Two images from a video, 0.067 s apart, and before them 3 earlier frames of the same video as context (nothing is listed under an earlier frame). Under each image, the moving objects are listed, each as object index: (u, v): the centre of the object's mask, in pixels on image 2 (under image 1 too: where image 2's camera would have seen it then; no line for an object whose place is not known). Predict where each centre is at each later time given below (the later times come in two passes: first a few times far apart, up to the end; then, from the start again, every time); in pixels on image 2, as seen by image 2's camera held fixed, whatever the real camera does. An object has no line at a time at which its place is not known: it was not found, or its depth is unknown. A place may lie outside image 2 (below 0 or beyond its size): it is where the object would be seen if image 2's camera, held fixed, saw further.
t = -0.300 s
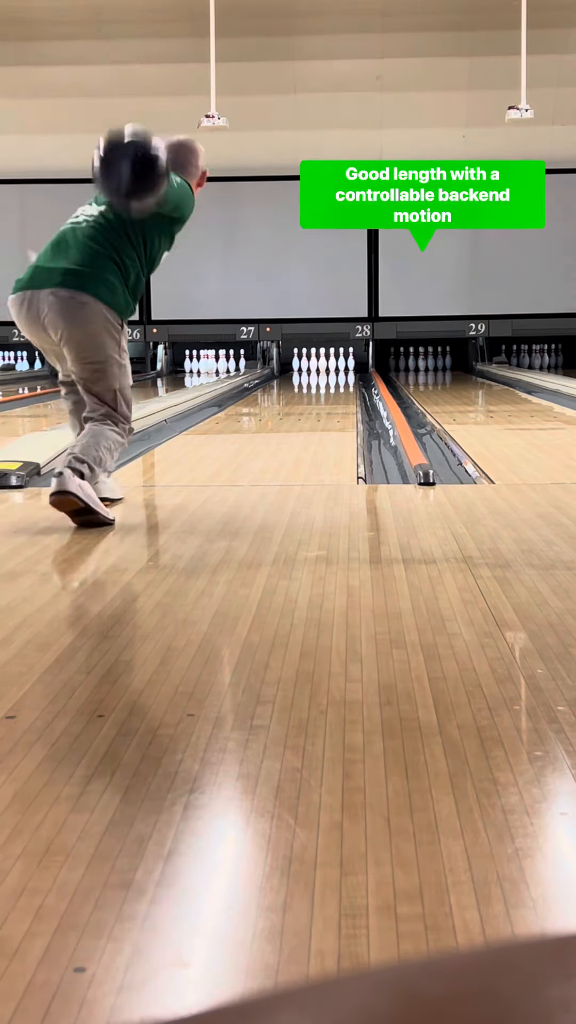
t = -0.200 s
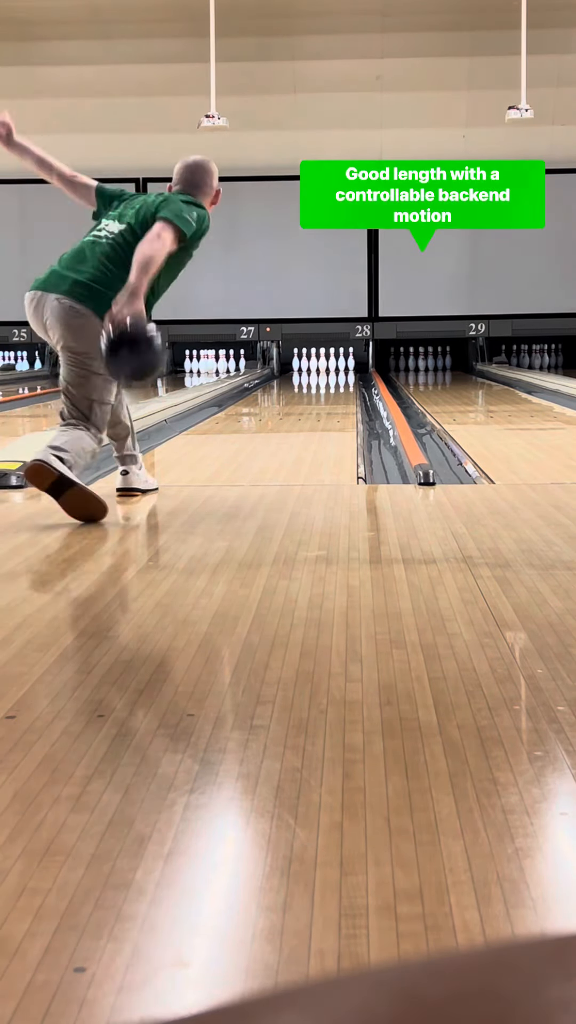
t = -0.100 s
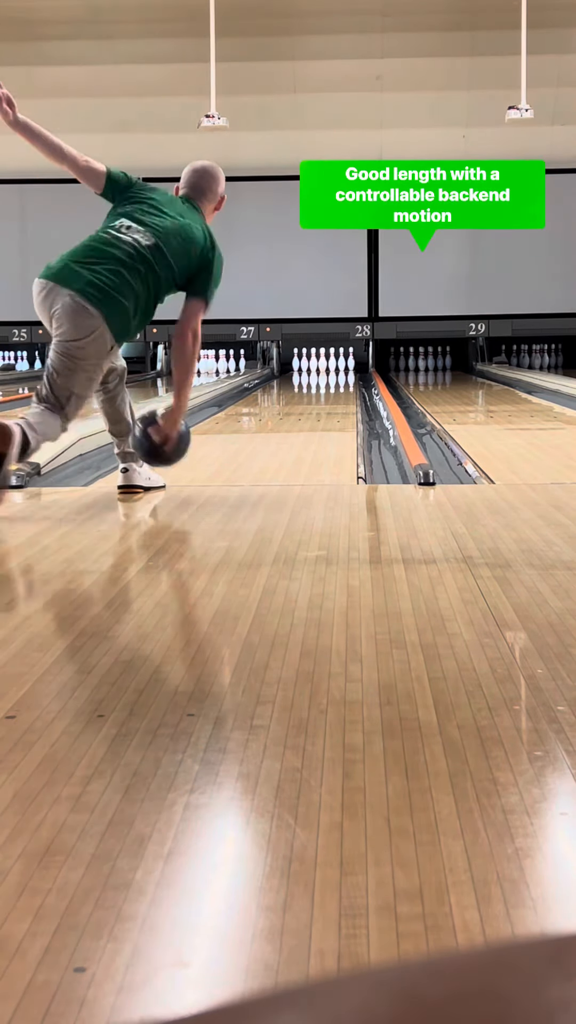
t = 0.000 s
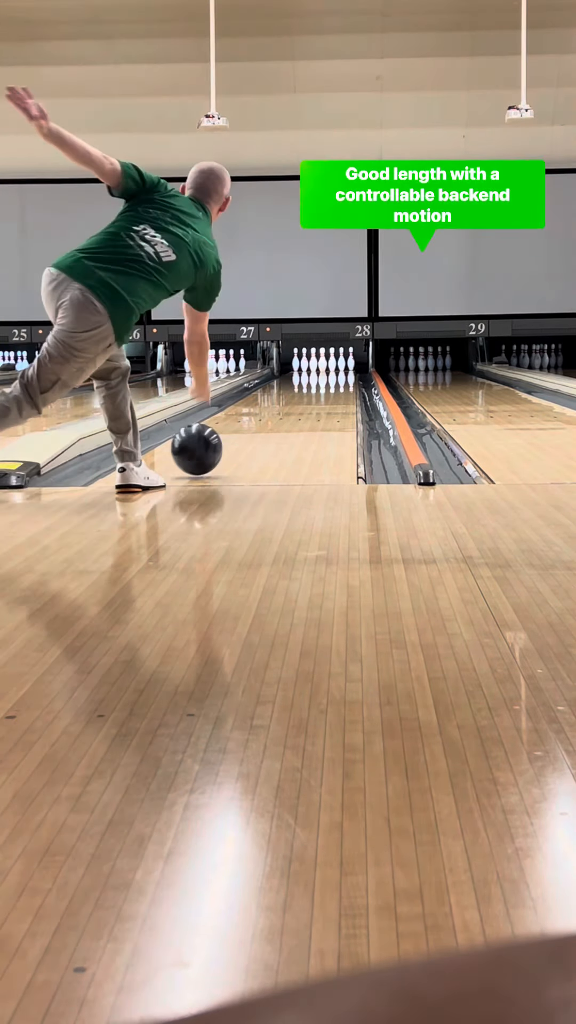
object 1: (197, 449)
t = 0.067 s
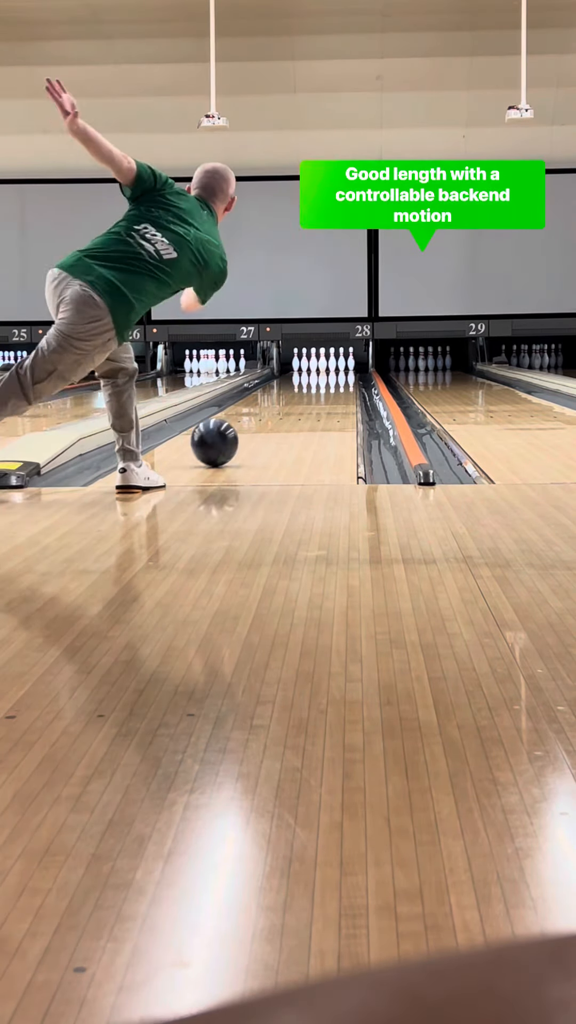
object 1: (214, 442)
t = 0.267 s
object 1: (254, 422)
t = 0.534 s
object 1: (287, 405)
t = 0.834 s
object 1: (311, 392)
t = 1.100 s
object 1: (325, 384)
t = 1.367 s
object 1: (335, 378)
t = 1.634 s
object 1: (341, 374)
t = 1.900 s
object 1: (342, 370)
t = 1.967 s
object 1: (341, 369)
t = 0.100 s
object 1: (222, 438)
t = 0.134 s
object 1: (230, 434)
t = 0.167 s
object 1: (236, 431)
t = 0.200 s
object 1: (243, 428)
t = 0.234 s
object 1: (249, 425)
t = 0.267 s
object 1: (254, 422)
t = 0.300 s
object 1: (259, 419)
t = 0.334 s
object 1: (264, 417)
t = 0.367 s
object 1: (268, 414)
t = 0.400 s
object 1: (273, 412)
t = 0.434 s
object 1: (277, 410)
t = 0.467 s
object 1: (280, 409)
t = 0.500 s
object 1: (284, 407)
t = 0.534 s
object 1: (287, 405)
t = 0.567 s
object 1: (291, 403)
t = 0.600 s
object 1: (294, 404)
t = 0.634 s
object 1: (298, 400)
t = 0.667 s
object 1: (299, 399)
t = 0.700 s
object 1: (302, 398)
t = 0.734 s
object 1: (304, 397)
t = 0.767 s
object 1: (307, 395)
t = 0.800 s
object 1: (309, 393)
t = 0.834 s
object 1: (311, 392)
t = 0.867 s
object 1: (313, 391)
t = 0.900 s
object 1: (315, 390)
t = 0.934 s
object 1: (317, 389)
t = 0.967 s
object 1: (318, 388)
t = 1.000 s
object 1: (320, 387)
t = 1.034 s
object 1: (321, 386)
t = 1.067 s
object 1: (323, 385)
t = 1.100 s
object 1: (325, 384)
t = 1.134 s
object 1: (326, 383)
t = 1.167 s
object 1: (327, 382)
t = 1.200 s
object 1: (329, 382)
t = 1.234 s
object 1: (330, 381)
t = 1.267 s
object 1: (331, 380)
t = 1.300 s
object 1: (332, 379)
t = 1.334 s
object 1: (333, 379)
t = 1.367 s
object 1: (335, 378)
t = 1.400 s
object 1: (336, 377)
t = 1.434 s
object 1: (336, 377)
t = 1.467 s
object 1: (337, 376)
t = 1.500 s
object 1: (338, 376)
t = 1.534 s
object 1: (338, 375)
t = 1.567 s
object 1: (339, 375)
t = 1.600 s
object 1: (339, 374)
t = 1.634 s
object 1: (341, 374)
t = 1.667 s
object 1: (341, 373)
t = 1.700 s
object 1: (342, 373)
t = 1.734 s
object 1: (342, 372)
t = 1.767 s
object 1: (342, 372)
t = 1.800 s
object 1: (343, 372)
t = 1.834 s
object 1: (343, 371)
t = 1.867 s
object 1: (342, 370)
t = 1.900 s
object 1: (342, 370)
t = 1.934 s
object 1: (342, 370)
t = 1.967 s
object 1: (341, 369)
